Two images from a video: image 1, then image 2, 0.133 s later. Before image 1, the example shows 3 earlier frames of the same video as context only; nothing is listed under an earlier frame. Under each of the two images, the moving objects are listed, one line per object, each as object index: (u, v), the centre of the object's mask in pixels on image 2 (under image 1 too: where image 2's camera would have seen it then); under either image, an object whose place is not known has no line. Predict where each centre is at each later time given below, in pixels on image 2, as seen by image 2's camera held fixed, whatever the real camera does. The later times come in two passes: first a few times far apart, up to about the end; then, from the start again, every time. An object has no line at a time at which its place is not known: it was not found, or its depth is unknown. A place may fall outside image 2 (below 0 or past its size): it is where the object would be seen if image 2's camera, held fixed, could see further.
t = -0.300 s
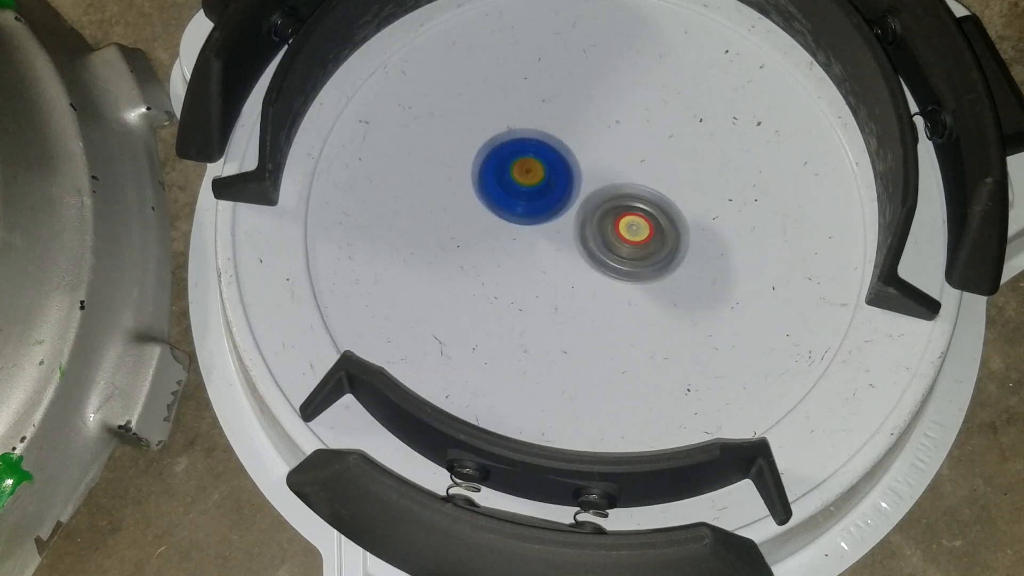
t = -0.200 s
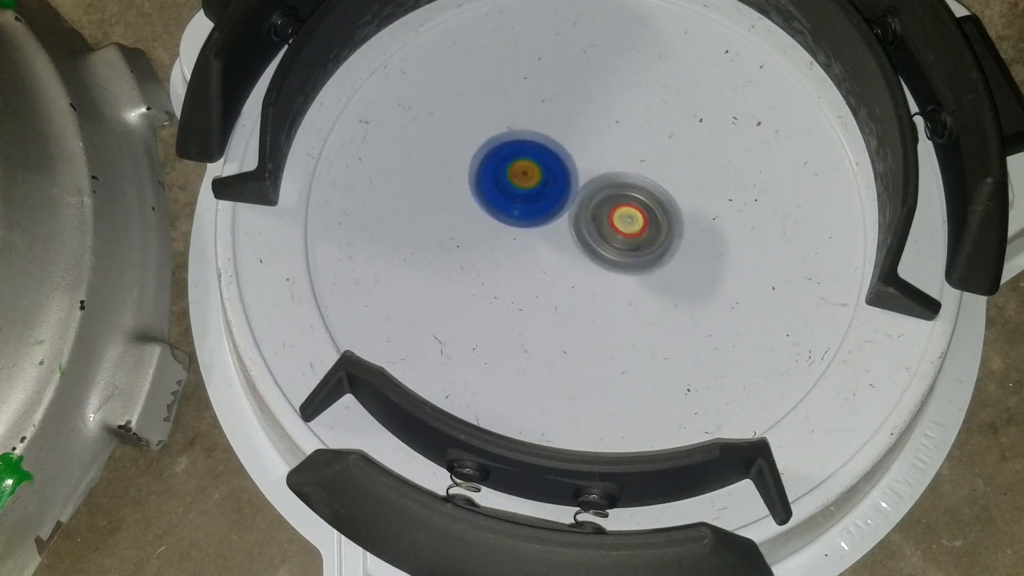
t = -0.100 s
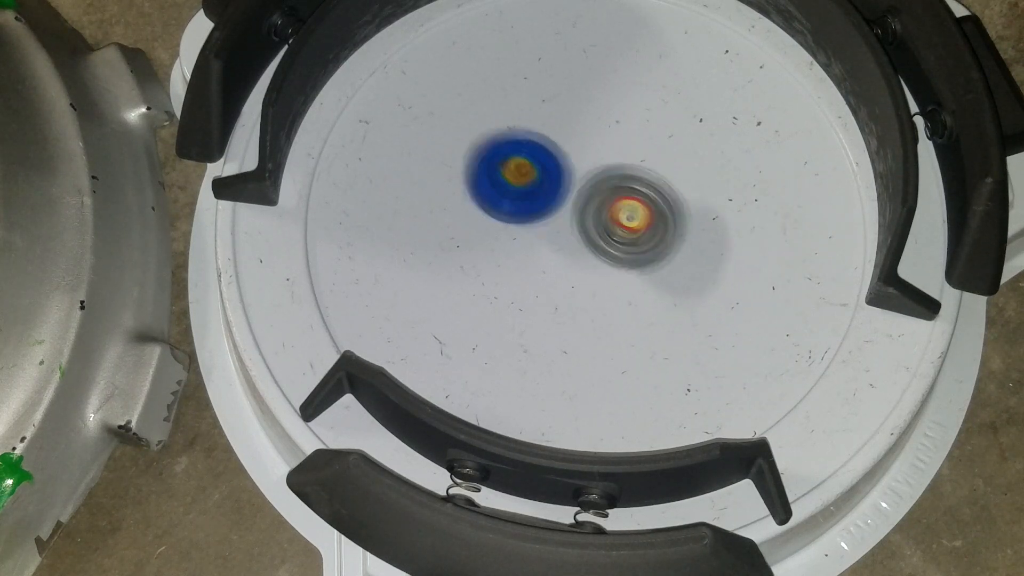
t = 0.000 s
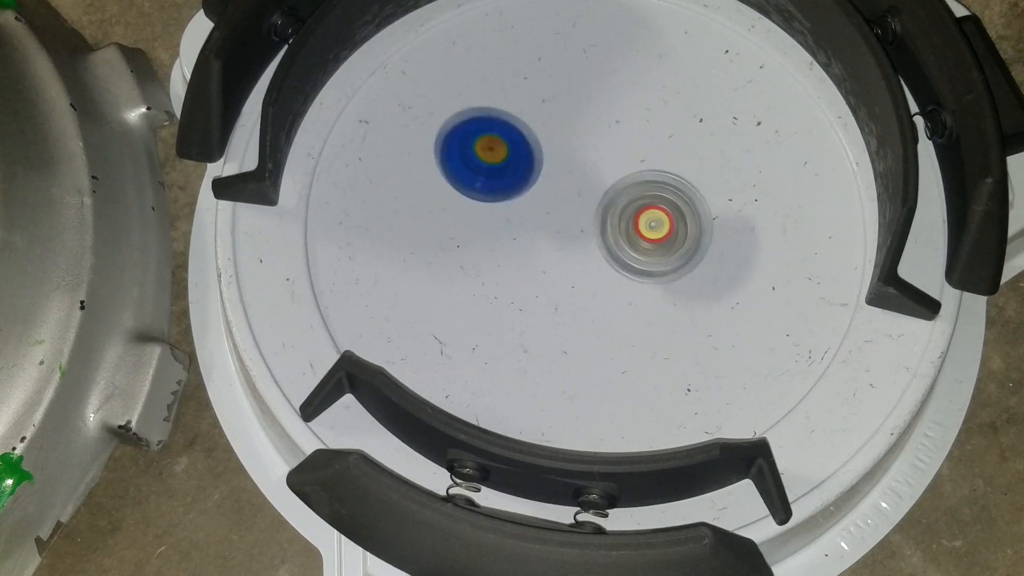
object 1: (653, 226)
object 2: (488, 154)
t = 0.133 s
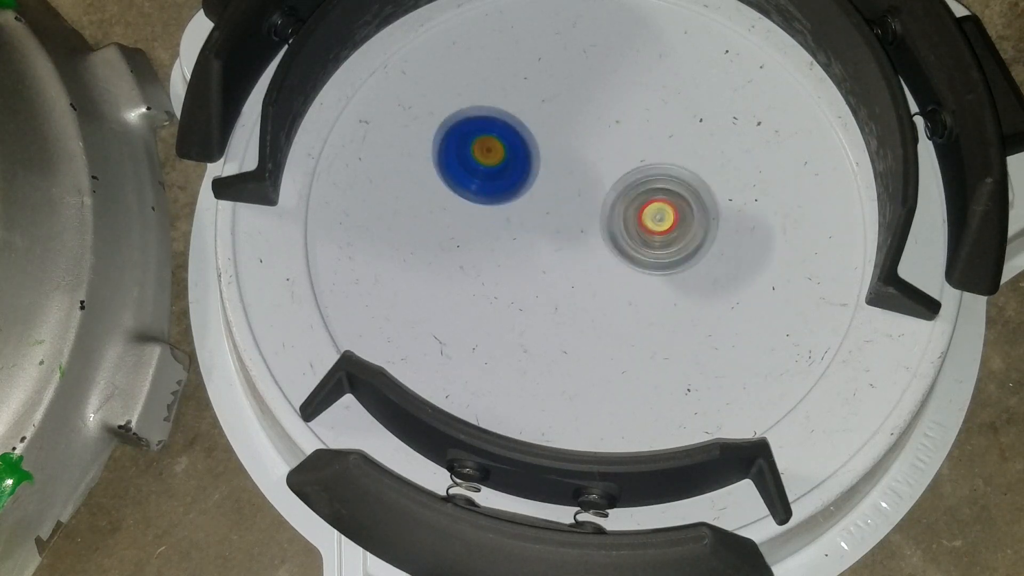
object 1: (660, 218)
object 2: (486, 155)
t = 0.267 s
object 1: (664, 217)
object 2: (489, 158)
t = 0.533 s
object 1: (661, 216)
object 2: (513, 170)
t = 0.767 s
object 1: (678, 227)
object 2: (509, 167)
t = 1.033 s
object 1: (676, 223)
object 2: (518, 184)
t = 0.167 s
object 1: (661, 219)
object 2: (486, 156)
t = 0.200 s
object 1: (664, 219)
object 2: (487, 157)
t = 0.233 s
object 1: (665, 217)
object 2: (488, 158)
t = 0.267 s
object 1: (664, 217)
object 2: (489, 158)
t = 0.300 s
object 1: (665, 217)
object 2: (490, 159)
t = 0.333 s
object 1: (666, 217)
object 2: (493, 160)
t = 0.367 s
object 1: (665, 215)
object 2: (495, 162)
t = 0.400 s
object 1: (664, 216)
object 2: (498, 163)
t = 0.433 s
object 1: (665, 215)
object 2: (501, 164)
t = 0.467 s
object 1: (664, 214)
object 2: (505, 166)
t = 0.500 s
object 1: (662, 215)
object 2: (509, 168)
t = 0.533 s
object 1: (661, 216)
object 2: (513, 170)
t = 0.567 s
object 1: (660, 215)
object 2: (517, 171)
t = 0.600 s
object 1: (657, 215)
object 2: (521, 173)
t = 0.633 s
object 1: (654, 215)
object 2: (526, 175)
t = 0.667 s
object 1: (652, 214)
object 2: (531, 178)
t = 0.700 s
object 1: (648, 213)
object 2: (536, 180)
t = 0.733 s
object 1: (662, 219)
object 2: (524, 174)
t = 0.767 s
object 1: (678, 227)
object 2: (509, 167)
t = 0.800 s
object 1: (682, 231)
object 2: (504, 163)
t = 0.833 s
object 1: (678, 231)
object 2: (503, 163)
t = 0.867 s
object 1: (678, 230)
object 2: (506, 165)
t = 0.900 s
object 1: (679, 227)
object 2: (508, 169)
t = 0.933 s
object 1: (679, 227)
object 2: (510, 173)
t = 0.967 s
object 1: (678, 227)
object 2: (512, 176)
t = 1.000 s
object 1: (677, 225)
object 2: (515, 180)
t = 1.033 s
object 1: (676, 223)
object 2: (518, 184)
